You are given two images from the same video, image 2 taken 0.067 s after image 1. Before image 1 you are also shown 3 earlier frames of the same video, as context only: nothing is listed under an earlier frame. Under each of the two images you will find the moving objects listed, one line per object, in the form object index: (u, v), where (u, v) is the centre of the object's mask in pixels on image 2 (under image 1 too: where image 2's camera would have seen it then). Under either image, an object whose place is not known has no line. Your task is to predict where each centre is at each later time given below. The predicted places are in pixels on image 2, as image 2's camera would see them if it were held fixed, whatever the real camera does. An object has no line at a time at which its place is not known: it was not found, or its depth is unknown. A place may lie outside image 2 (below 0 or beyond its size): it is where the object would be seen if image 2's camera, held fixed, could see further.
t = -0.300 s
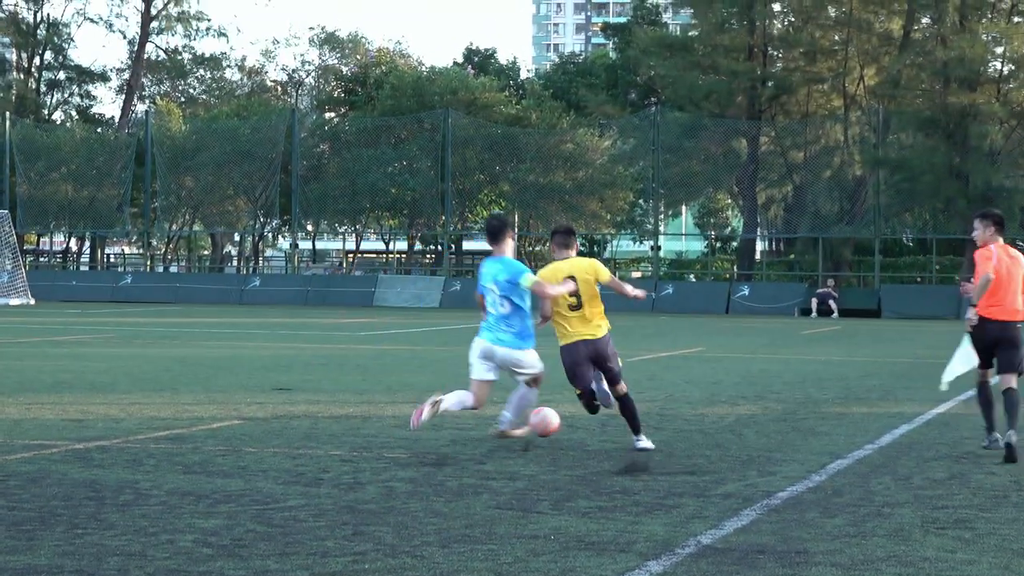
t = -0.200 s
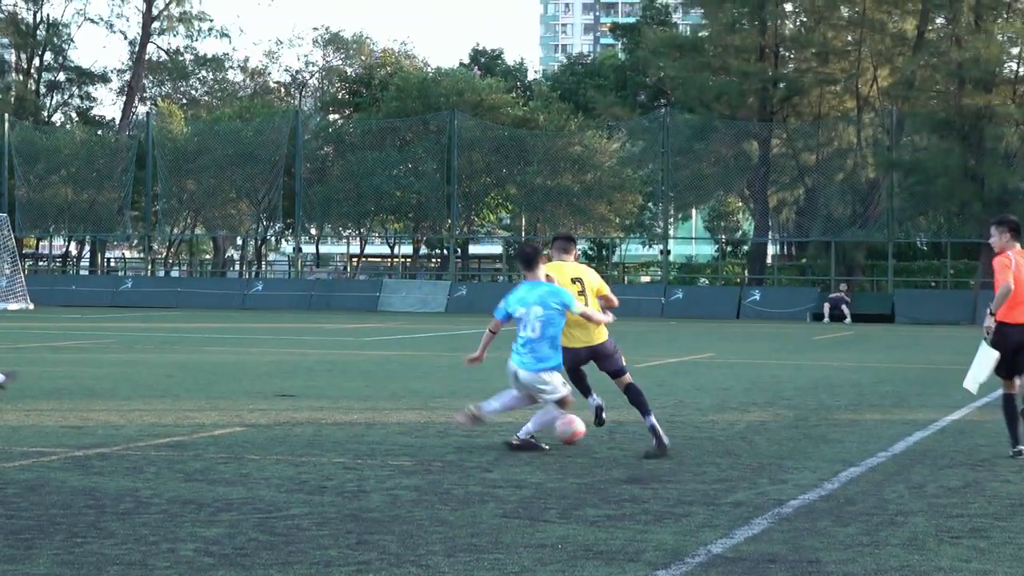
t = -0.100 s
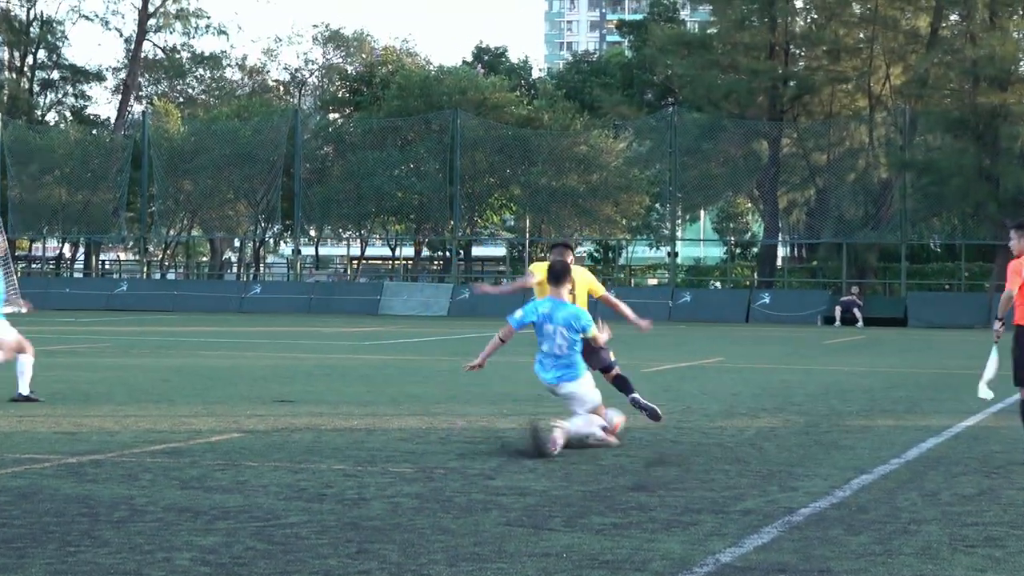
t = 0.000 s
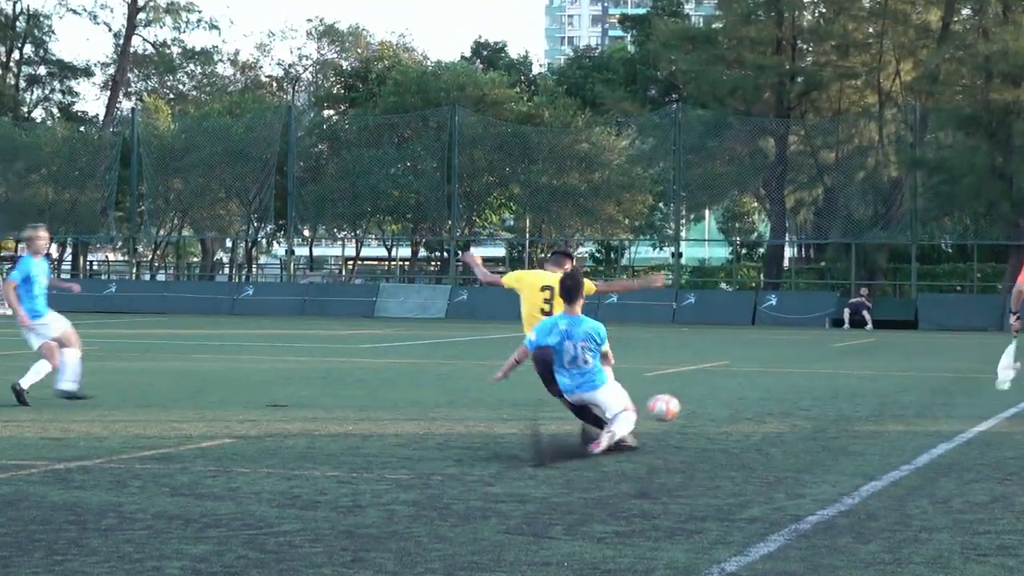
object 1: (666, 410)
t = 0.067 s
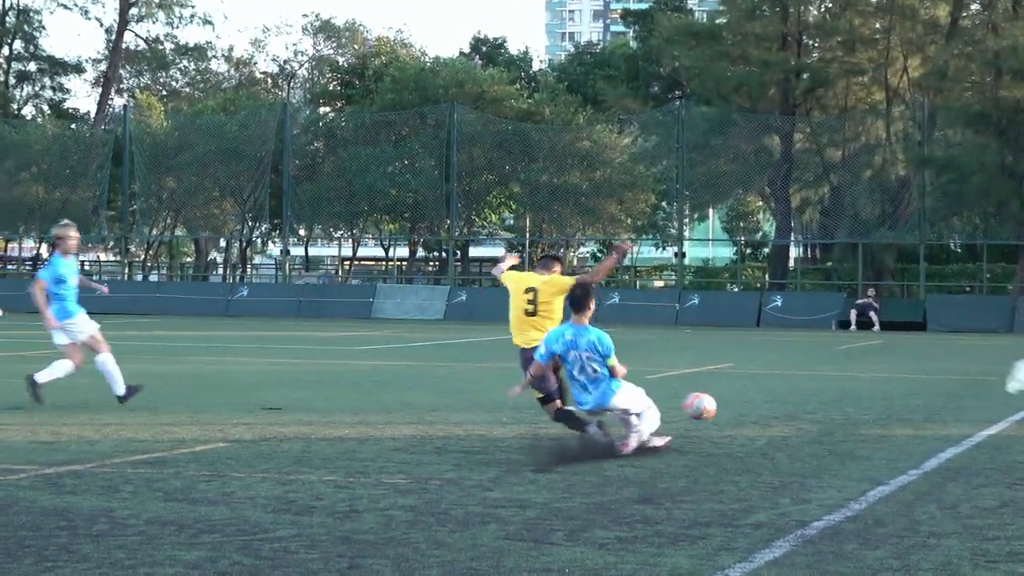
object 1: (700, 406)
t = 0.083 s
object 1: (708, 406)
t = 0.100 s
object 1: (717, 406)
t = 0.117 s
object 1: (724, 406)
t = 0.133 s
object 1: (733, 407)
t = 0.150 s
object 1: (740, 409)
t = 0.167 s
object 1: (748, 410)
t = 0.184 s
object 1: (756, 412)
